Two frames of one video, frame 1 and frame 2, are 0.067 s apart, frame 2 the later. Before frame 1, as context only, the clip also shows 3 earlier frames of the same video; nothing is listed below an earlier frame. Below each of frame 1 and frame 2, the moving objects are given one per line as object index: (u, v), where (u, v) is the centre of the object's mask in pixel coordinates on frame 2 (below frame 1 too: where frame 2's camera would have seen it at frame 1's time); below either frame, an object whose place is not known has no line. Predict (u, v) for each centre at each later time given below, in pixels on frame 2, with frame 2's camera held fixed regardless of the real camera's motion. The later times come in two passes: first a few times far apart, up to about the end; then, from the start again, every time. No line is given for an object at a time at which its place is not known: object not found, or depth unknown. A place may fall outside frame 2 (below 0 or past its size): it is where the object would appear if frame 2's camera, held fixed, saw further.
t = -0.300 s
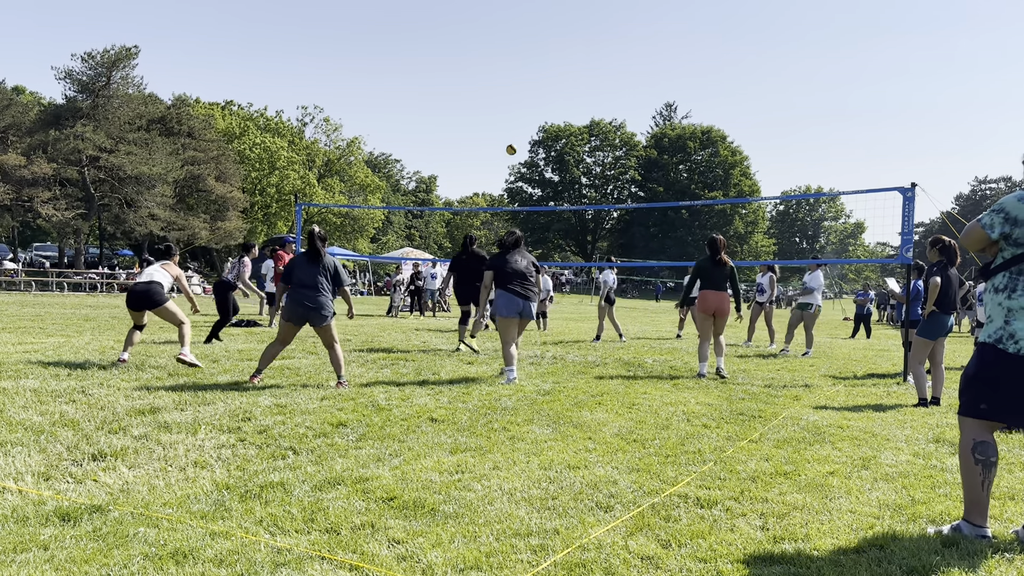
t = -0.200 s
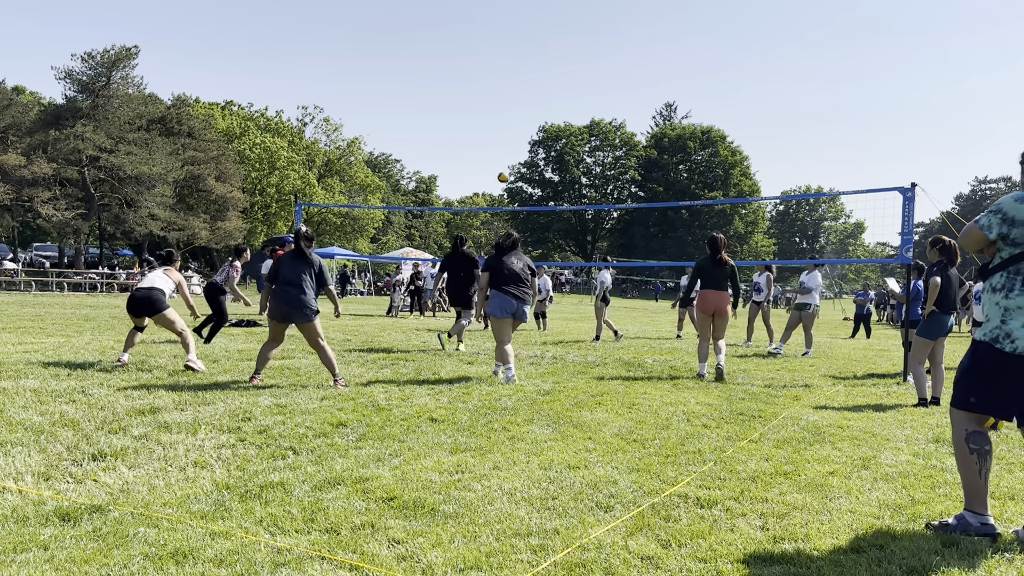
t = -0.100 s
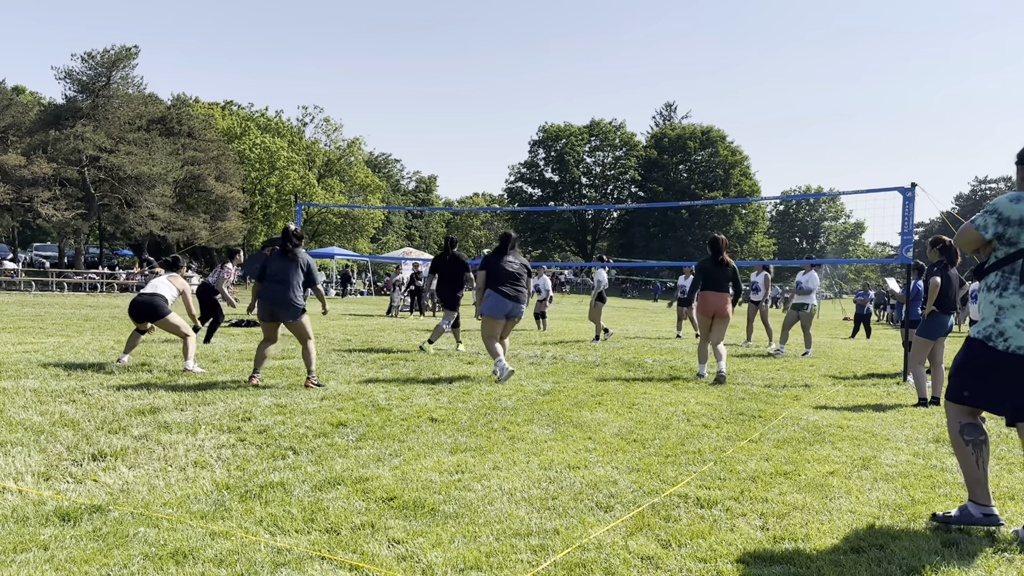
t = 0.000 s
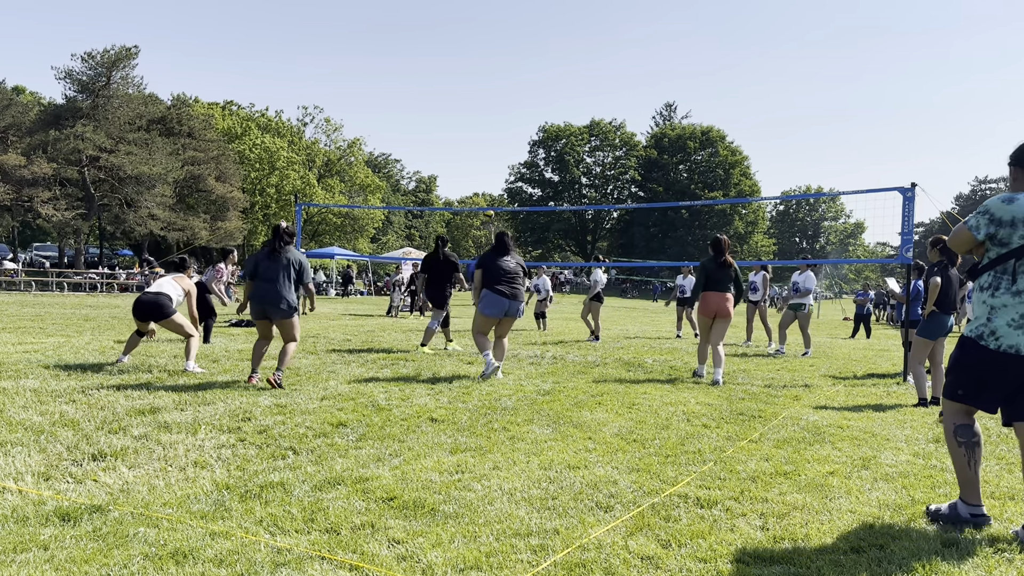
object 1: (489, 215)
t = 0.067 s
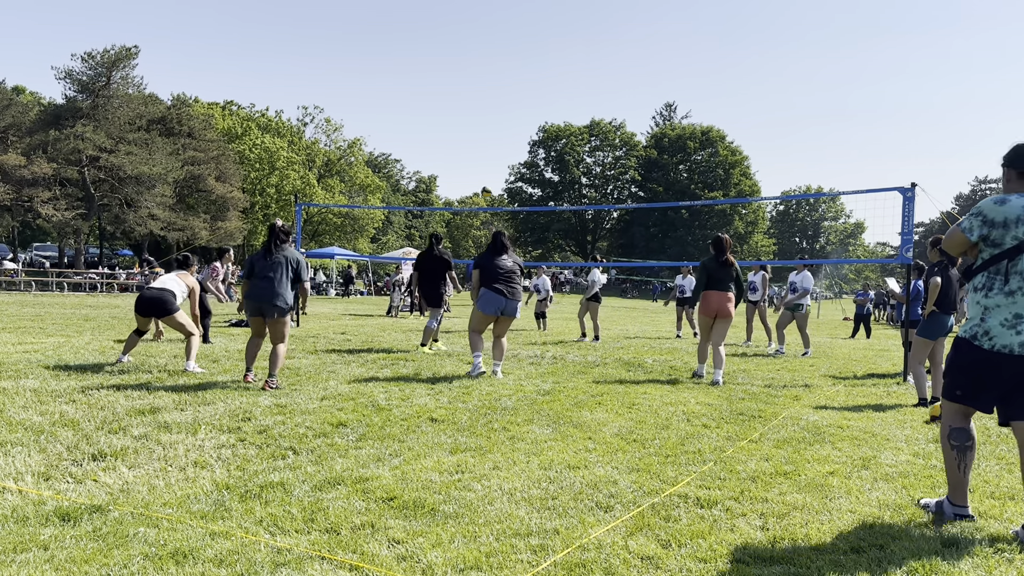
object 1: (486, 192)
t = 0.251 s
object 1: (480, 136)
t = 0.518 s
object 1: (467, 76)
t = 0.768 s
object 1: (449, 54)
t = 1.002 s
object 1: (425, 80)
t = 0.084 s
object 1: (486, 186)
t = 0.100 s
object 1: (485, 181)
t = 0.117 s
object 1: (485, 175)
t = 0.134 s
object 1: (484, 170)
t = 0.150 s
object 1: (483, 165)
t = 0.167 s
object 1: (483, 160)
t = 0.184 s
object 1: (482, 155)
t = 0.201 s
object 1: (482, 150)
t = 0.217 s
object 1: (481, 145)
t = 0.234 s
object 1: (480, 140)
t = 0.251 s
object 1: (480, 136)
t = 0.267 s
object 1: (479, 131)
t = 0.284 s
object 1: (479, 127)
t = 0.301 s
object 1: (478, 122)
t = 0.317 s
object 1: (477, 118)
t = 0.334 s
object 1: (476, 114)
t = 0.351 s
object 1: (476, 110)
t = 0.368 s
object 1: (475, 106)
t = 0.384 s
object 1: (474, 102)
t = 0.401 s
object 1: (473, 98)
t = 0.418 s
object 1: (472, 95)
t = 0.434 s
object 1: (472, 91)
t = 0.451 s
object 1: (471, 88)
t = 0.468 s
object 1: (470, 85)
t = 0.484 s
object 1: (469, 81)
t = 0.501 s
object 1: (468, 79)
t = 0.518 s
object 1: (467, 76)
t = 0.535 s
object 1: (466, 73)
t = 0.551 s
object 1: (465, 71)
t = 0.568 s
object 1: (463, 68)
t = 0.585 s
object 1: (462, 66)
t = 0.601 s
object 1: (461, 64)
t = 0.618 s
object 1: (460, 62)
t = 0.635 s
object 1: (459, 61)
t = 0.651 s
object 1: (458, 59)
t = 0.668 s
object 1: (456, 58)
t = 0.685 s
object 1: (455, 57)
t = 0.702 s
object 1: (454, 55)
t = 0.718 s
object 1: (453, 55)
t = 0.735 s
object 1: (452, 54)
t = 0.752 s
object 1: (450, 54)
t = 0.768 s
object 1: (449, 54)
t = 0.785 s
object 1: (447, 54)
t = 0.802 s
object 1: (446, 54)
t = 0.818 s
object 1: (444, 55)
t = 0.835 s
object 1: (443, 56)
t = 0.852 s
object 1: (441, 57)
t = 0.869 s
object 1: (440, 59)
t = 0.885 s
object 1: (438, 60)
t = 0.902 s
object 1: (436, 62)
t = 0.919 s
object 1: (434, 64)
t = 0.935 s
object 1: (433, 67)
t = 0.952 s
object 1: (431, 70)
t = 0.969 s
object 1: (429, 73)
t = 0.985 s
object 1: (427, 76)
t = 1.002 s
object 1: (425, 80)
